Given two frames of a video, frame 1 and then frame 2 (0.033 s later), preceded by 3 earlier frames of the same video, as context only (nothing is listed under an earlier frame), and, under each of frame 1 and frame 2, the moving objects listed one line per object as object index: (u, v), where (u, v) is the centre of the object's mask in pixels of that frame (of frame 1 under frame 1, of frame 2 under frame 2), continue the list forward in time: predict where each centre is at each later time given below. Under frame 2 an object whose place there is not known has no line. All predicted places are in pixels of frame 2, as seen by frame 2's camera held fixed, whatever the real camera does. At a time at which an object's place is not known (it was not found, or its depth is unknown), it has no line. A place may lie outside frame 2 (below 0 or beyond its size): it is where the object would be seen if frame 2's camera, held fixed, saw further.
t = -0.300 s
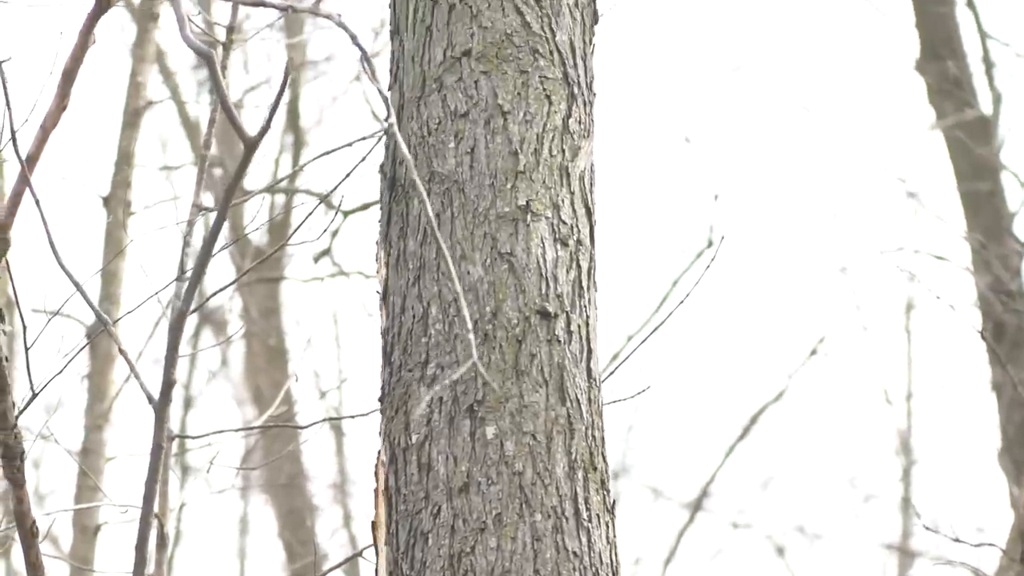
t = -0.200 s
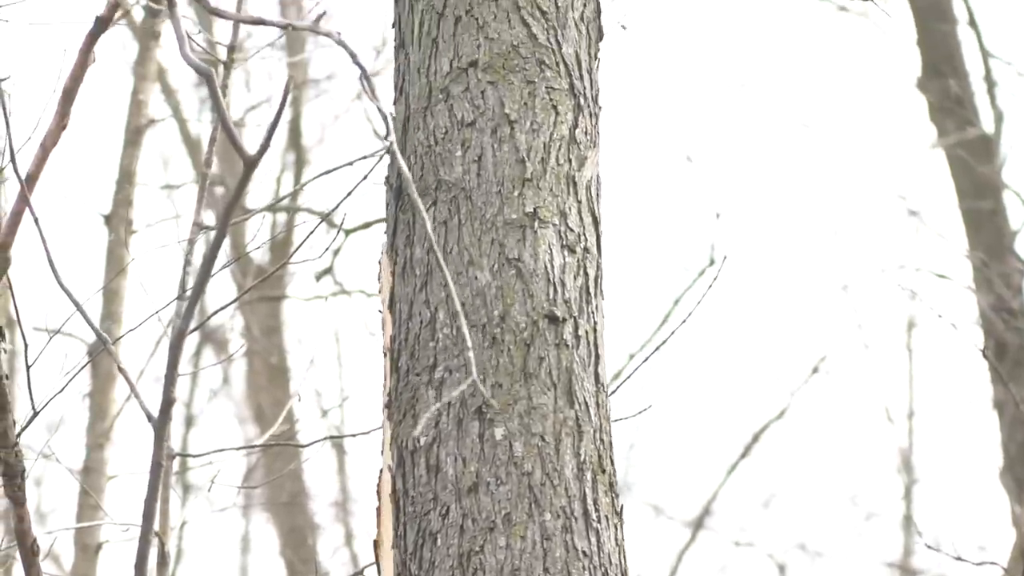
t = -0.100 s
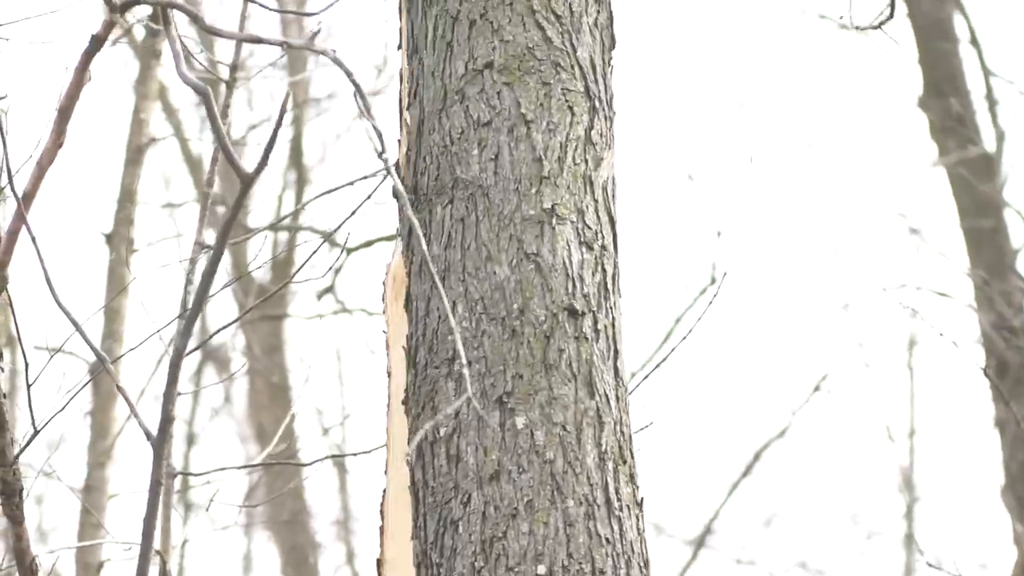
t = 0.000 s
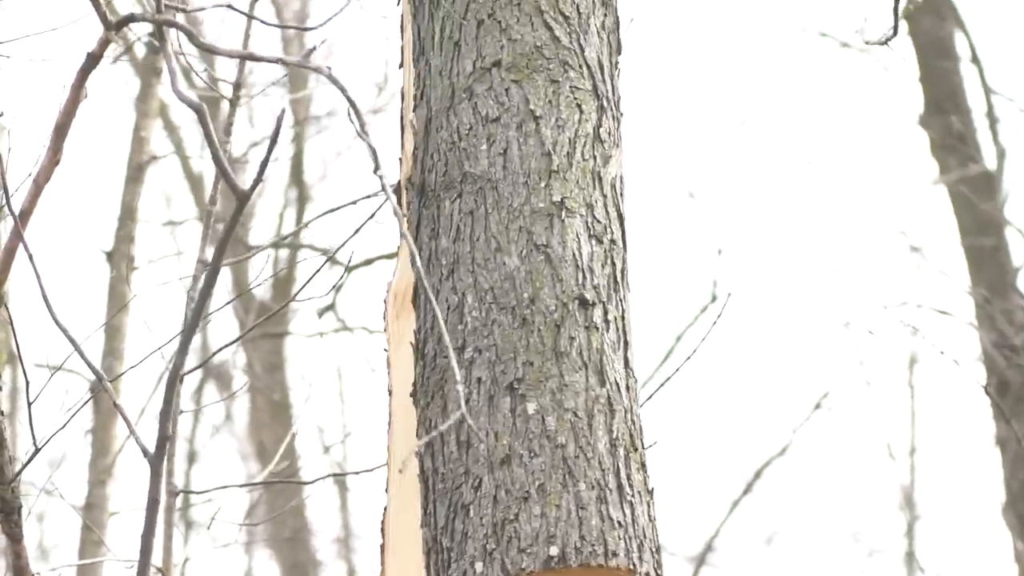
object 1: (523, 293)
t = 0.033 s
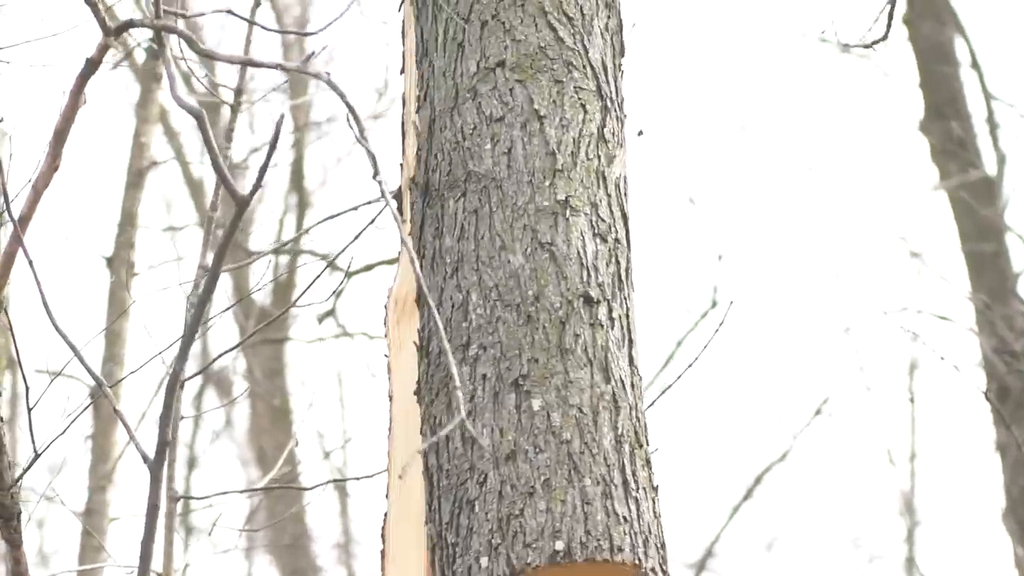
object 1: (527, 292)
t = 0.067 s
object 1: (529, 294)
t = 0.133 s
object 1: (531, 293)
